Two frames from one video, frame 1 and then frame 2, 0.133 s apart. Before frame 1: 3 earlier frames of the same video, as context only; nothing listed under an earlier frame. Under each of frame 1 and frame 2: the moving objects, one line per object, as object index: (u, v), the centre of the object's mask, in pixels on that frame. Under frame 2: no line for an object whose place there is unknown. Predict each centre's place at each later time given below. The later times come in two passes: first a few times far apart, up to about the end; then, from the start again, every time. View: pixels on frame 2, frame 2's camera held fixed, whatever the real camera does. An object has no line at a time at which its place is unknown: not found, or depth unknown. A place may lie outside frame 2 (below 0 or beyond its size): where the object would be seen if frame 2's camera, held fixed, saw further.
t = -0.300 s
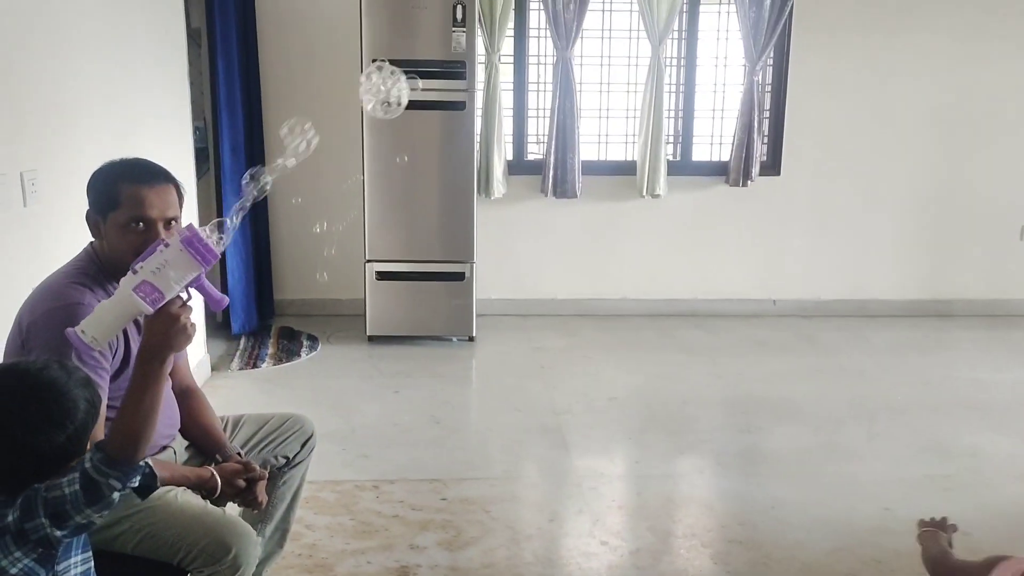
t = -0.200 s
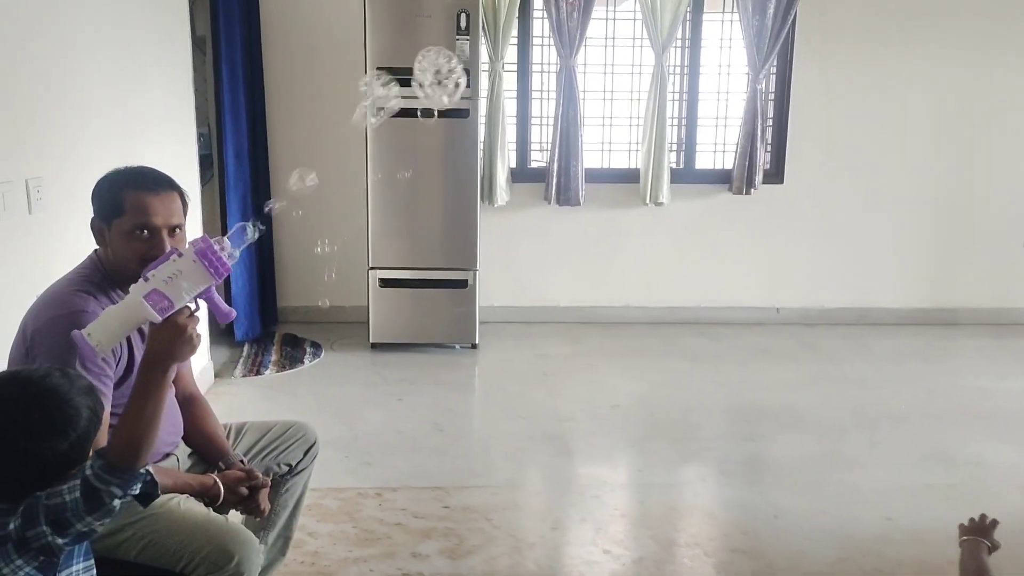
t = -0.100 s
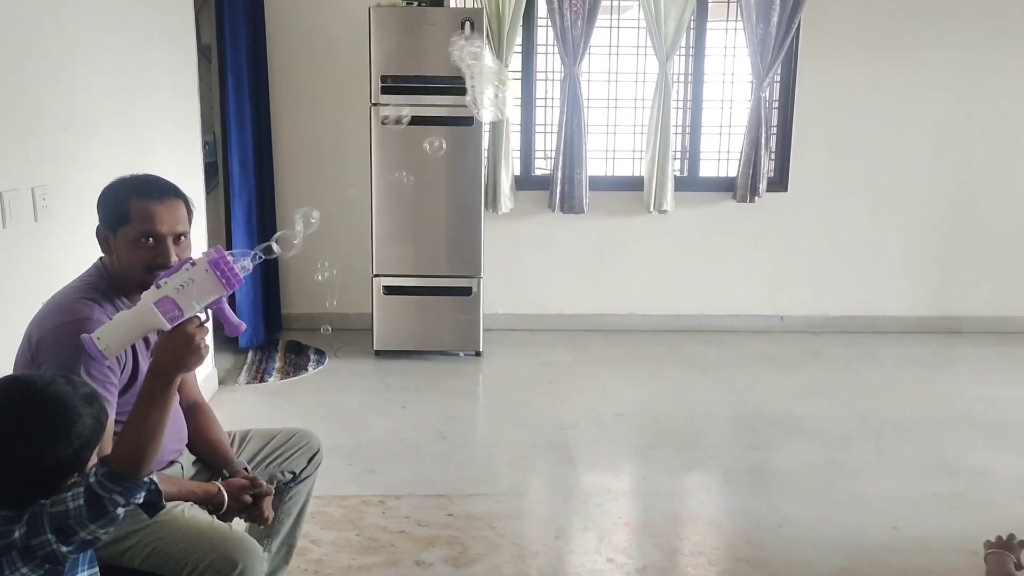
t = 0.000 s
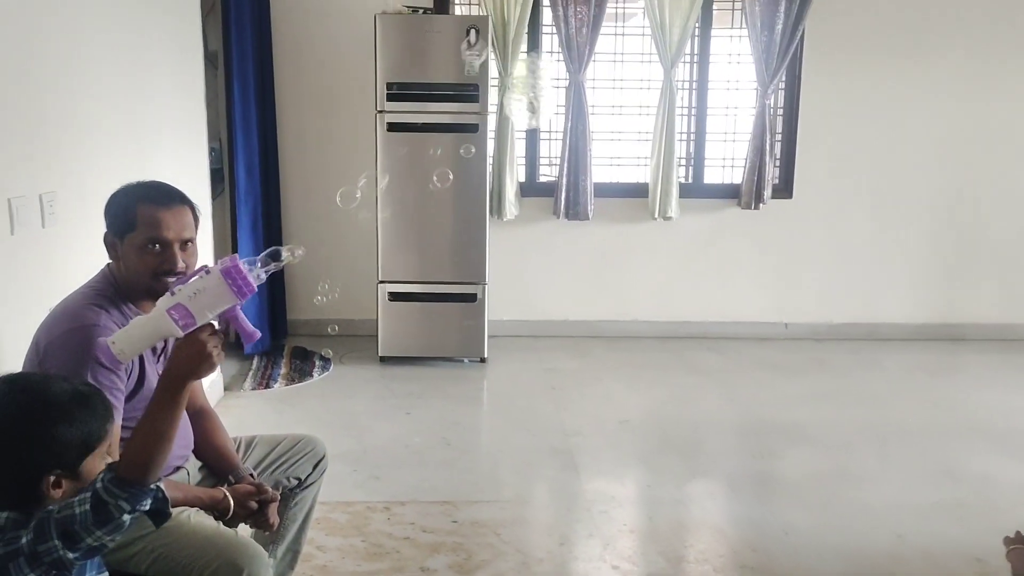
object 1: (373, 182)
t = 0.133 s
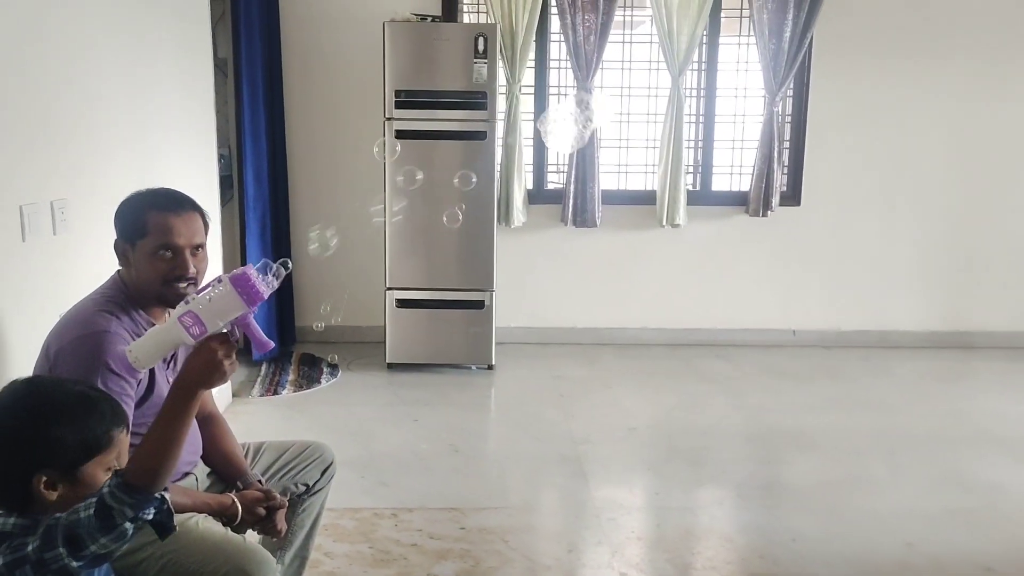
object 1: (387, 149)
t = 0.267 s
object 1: (404, 162)
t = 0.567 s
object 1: (449, 203)
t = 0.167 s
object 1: (390, 150)
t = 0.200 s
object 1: (395, 154)
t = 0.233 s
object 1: (399, 158)
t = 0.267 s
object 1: (404, 162)
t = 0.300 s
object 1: (409, 167)
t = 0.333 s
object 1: (416, 172)
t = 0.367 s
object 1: (422, 177)
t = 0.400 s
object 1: (428, 182)
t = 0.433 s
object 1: (433, 186)
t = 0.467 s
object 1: (438, 193)
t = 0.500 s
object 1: (442, 194)
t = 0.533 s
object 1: (445, 198)
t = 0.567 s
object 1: (449, 203)
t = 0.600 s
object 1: (455, 209)
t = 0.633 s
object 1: (458, 214)
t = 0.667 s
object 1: (460, 214)
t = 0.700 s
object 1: (464, 215)
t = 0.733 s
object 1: (466, 216)
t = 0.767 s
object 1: (470, 217)
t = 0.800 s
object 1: (475, 217)
